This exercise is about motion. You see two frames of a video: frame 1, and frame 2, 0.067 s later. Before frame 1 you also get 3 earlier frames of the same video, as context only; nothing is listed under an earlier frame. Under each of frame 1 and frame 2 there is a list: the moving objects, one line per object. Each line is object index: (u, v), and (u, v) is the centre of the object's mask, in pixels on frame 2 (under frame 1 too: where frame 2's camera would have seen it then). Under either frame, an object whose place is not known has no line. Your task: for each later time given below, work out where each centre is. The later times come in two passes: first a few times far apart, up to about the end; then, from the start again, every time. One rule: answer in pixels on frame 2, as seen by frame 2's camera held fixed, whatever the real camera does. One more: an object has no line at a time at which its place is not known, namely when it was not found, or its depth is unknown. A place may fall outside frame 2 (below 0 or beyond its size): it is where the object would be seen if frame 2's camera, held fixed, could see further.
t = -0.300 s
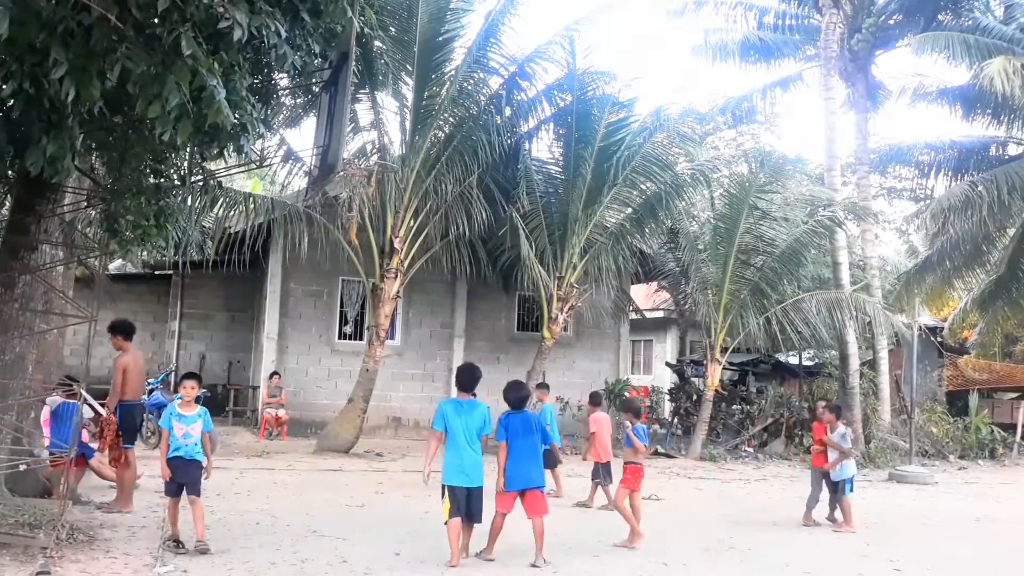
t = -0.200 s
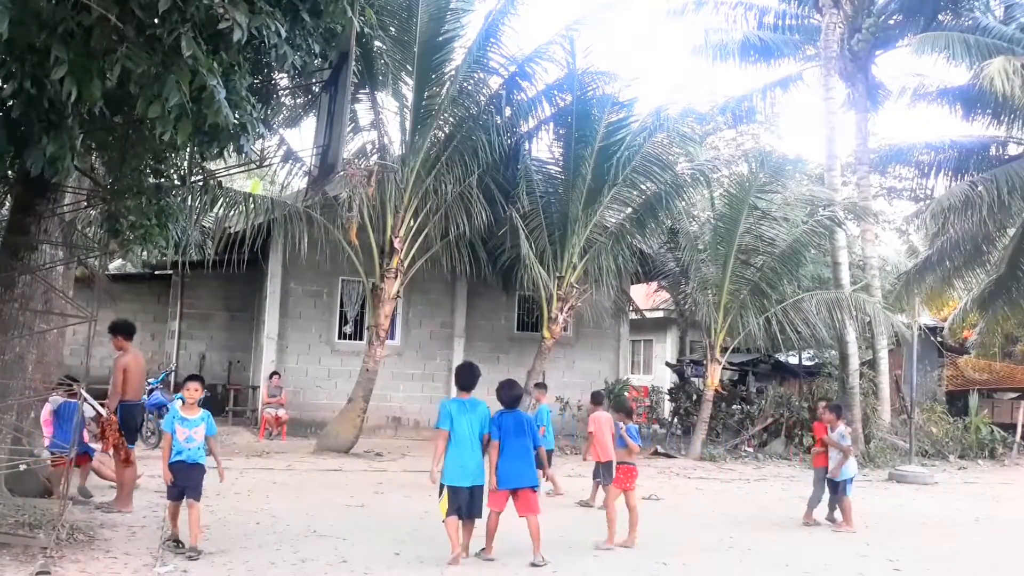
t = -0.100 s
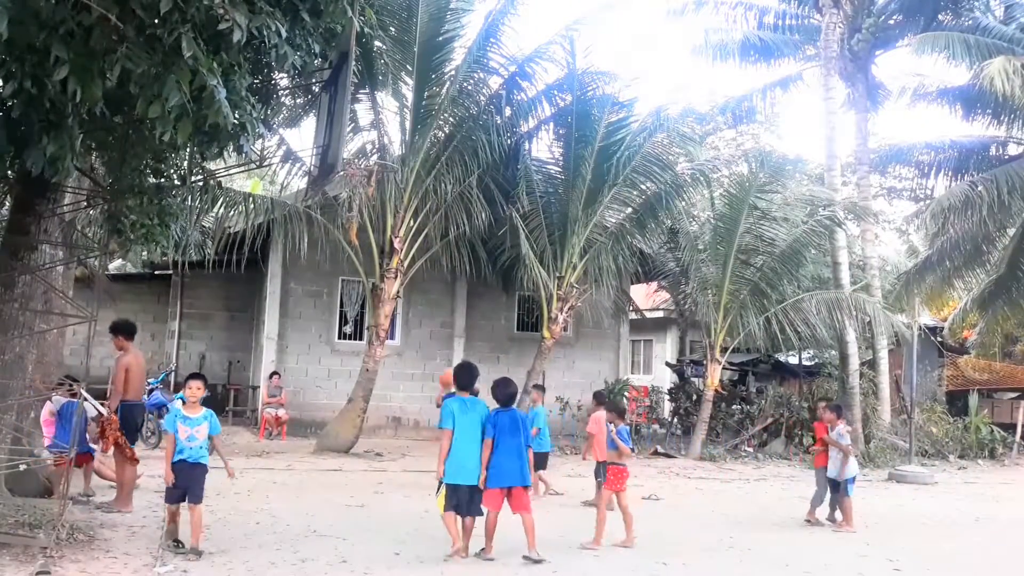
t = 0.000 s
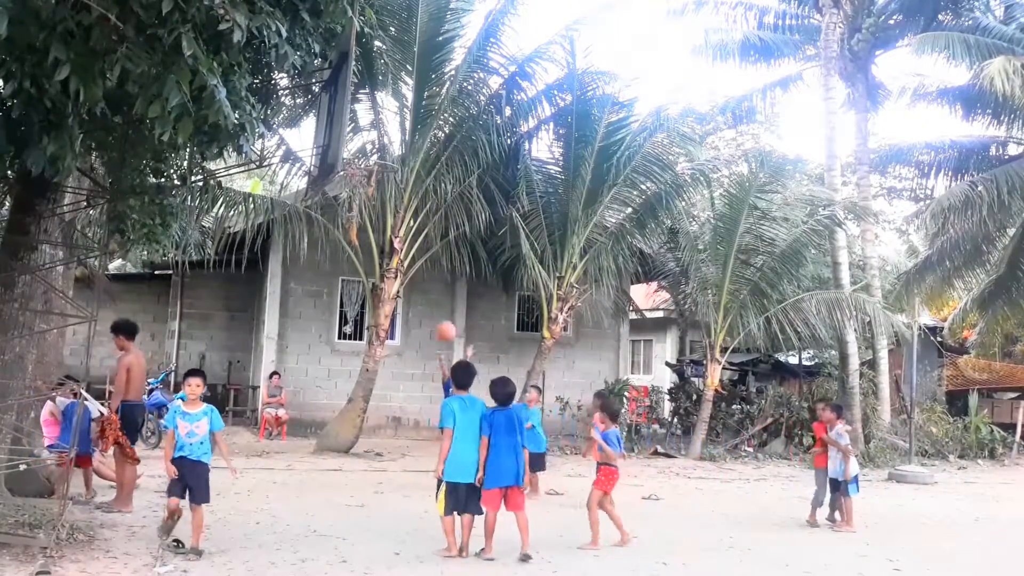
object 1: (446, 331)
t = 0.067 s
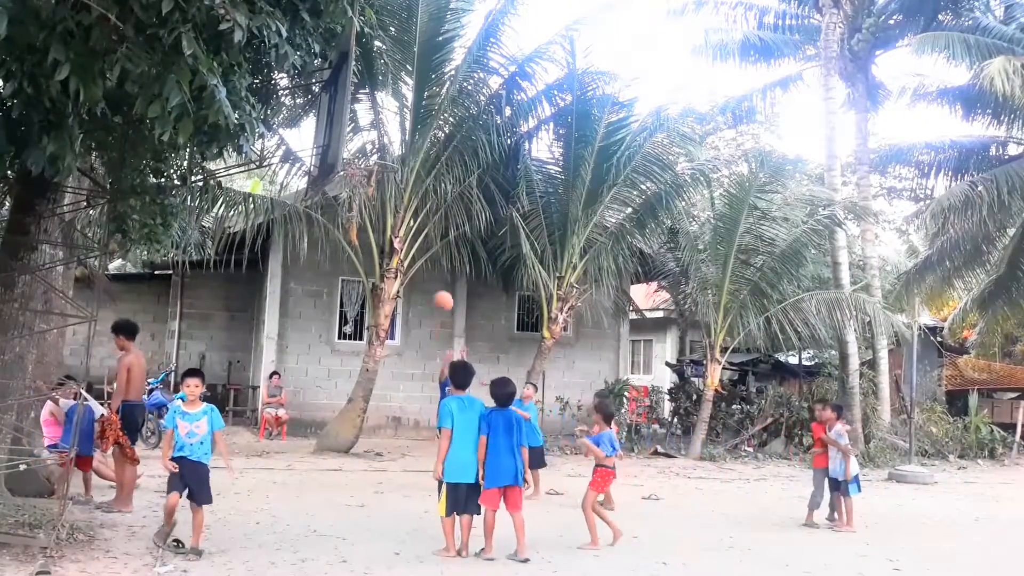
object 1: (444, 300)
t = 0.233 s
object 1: (435, 237)
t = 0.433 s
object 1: (421, 185)
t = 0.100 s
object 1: (441, 288)
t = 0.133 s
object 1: (440, 274)
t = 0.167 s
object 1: (438, 261)
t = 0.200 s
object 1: (437, 250)
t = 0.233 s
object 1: (435, 237)
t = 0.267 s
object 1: (432, 227)
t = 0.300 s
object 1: (431, 217)
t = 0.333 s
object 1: (429, 208)
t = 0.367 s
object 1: (426, 200)
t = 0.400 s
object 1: (424, 191)
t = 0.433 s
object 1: (421, 185)
